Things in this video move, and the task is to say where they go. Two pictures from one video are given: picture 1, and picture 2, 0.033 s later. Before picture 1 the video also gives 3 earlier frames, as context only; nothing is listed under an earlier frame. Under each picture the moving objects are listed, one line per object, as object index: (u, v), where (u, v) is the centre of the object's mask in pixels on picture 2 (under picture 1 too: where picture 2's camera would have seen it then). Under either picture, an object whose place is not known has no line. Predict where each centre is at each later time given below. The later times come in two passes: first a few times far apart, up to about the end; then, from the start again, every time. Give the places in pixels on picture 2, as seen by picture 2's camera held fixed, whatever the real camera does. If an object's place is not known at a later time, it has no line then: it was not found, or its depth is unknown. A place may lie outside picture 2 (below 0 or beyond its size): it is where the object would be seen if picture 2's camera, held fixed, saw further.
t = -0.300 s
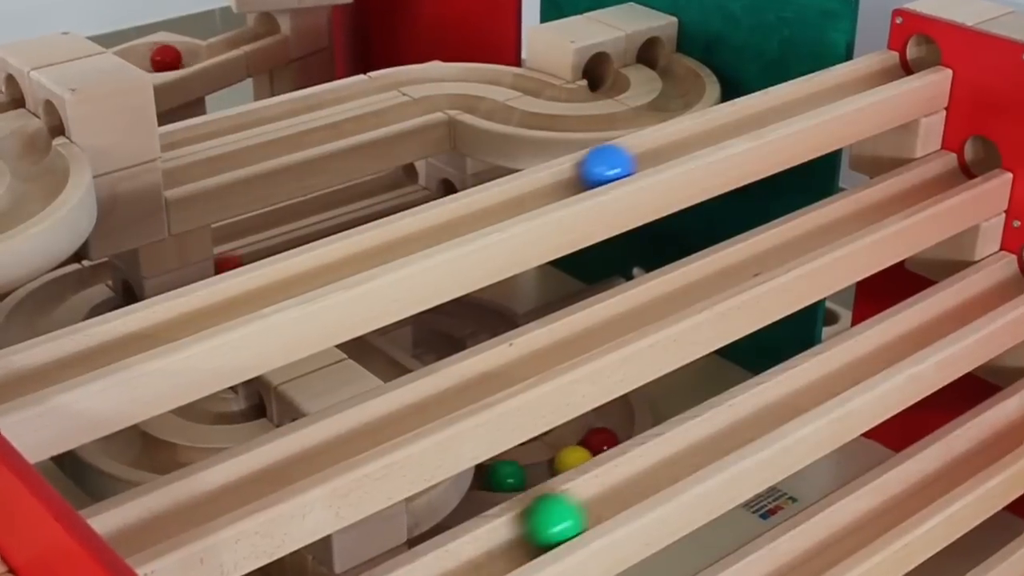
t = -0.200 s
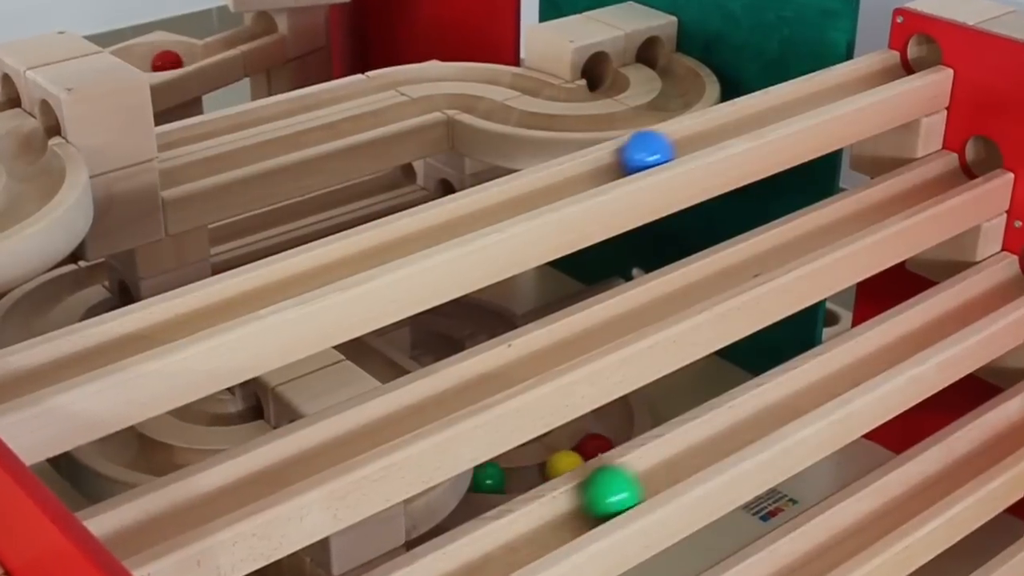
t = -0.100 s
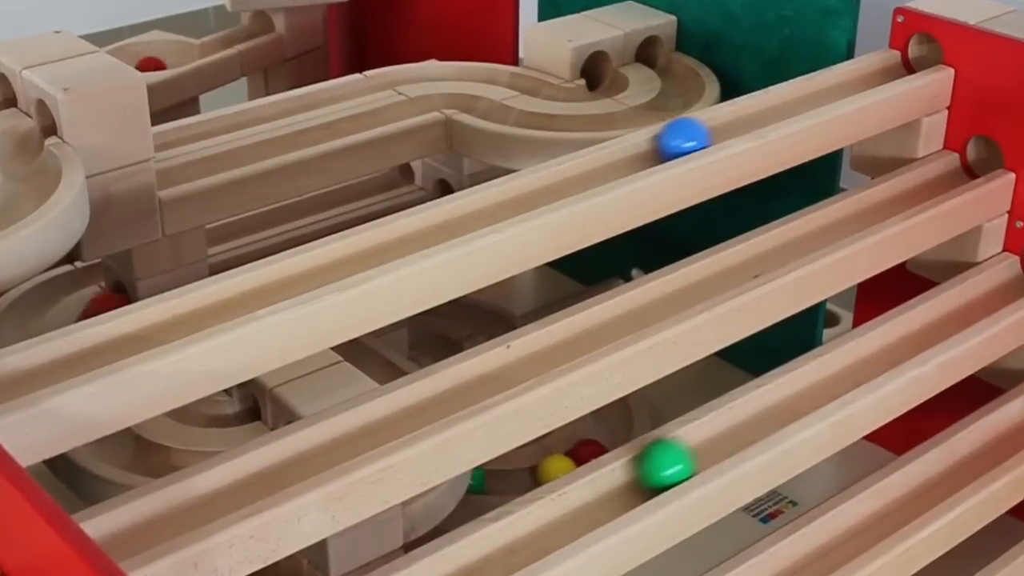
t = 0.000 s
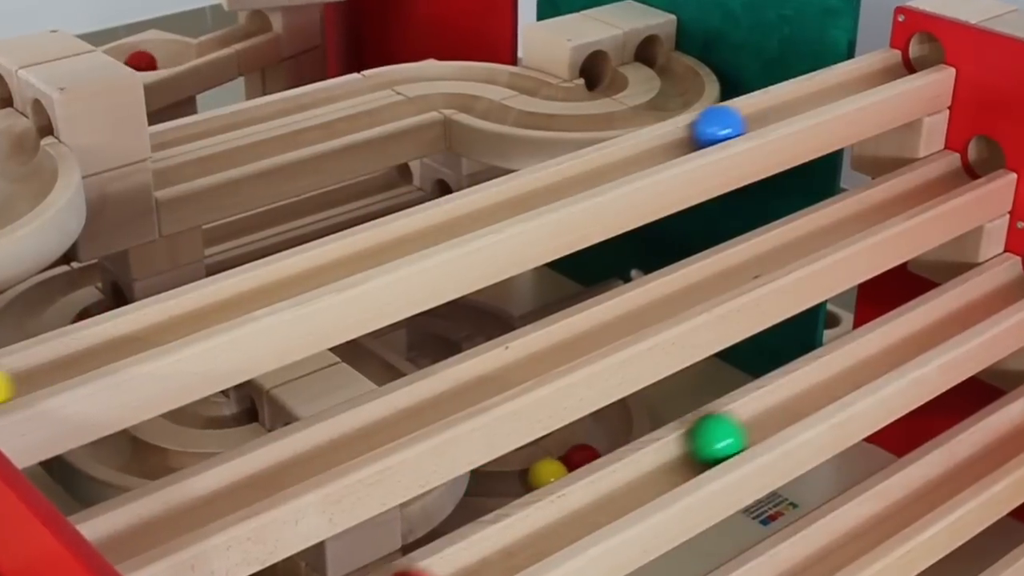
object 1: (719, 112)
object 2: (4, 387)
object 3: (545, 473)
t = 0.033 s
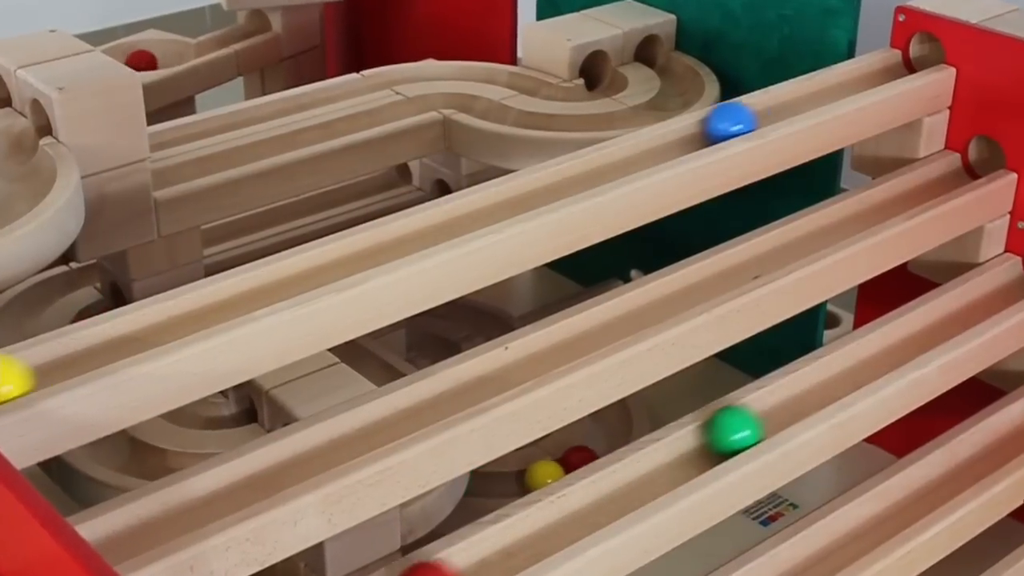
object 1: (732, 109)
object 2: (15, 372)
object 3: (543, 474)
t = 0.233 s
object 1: (799, 86)
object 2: (135, 324)
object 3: (527, 479)
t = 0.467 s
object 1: (871, 64)
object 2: (275, 273)
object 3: (507, 483)
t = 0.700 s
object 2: (398, 231)
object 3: (487, 484)
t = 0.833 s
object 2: (460, 209)
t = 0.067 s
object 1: (744, 104)
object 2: (27, 363)
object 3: (540, 475)
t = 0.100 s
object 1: (756, 101)
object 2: (44, 355)
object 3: (538, 476)
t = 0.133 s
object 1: (765, 97)
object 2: (67, 348)
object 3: (535, 477)
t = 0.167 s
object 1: (777, 94)
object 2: (90, 340)
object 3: (532, 478)
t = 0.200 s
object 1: (788, 89)
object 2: (112, 331)
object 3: (530, 478)
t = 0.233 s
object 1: (799, 86)
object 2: (135, 324)
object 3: (527, 479)
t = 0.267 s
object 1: (809, 83)
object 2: (156, 318)
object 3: (525, 480)
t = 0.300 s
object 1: (820, 80)
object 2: (177, 310)
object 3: (522, 481)
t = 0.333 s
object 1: (831, 77)
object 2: (197, 302)
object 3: (519, 481)
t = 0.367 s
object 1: (842, 74)
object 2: (217, 295)
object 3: (517, 482)
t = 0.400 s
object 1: (851, 70)
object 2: (238, 288)
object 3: (513, 483)
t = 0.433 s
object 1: (861, 66)
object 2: (256, 280)
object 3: (510, 483)
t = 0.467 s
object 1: (871, 64)
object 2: (275, 273)
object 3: (507, 483)
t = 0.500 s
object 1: (882, 61)
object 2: (294, 267)
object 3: (505, 484)
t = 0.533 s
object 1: (893, 57)
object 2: (312, 261)
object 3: (501, 484)
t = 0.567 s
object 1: (901, 55)
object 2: (329, 254)
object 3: (498, 484)
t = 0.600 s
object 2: (347, 248)
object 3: (494, 484)
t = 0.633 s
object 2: (364, 243)
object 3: (492, 484)
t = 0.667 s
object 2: (381, 237)
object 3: (489, 484)
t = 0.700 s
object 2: (398, 231)
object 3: (487, 484)
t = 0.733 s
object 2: (414, 224)
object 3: (485, 485)
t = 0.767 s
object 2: (428, 219)
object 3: (483, 485)
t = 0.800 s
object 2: (445, 214)
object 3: (481, 485)
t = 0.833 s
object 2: (460, 209)
